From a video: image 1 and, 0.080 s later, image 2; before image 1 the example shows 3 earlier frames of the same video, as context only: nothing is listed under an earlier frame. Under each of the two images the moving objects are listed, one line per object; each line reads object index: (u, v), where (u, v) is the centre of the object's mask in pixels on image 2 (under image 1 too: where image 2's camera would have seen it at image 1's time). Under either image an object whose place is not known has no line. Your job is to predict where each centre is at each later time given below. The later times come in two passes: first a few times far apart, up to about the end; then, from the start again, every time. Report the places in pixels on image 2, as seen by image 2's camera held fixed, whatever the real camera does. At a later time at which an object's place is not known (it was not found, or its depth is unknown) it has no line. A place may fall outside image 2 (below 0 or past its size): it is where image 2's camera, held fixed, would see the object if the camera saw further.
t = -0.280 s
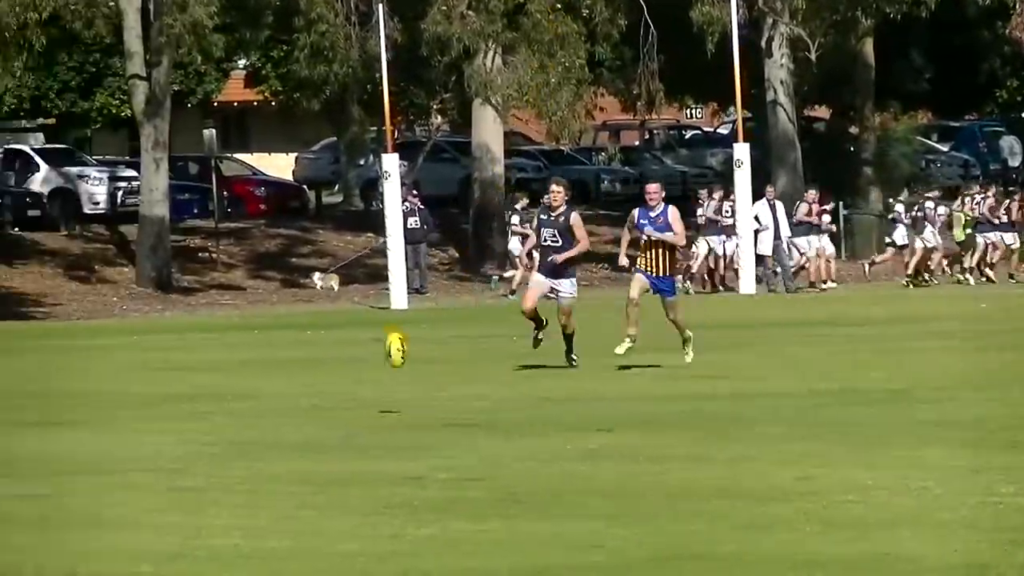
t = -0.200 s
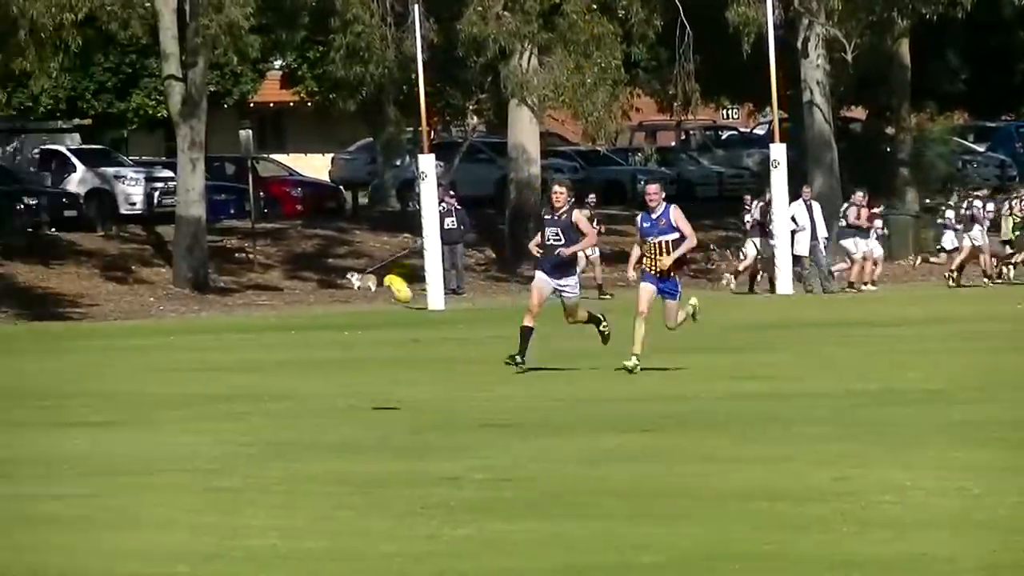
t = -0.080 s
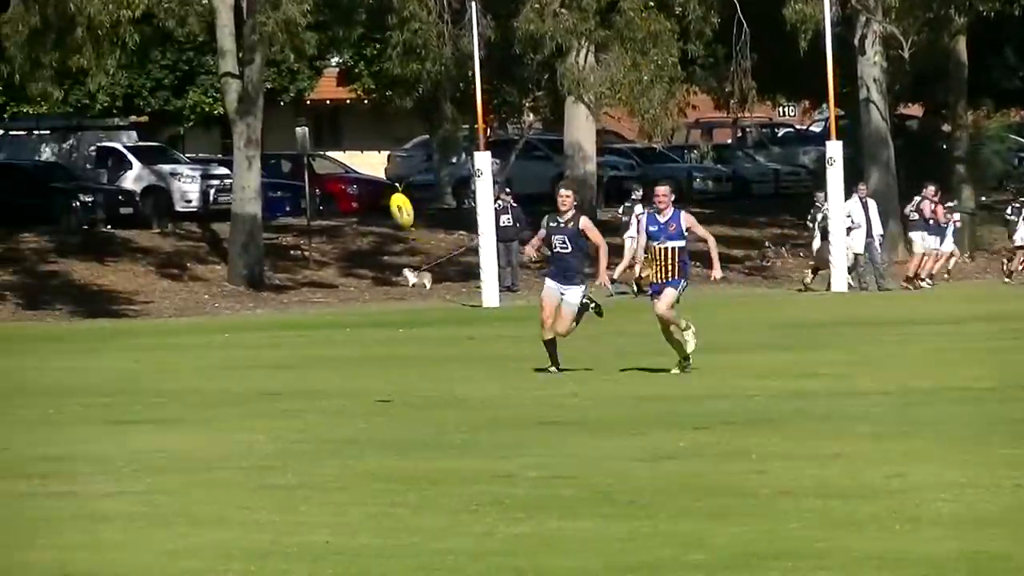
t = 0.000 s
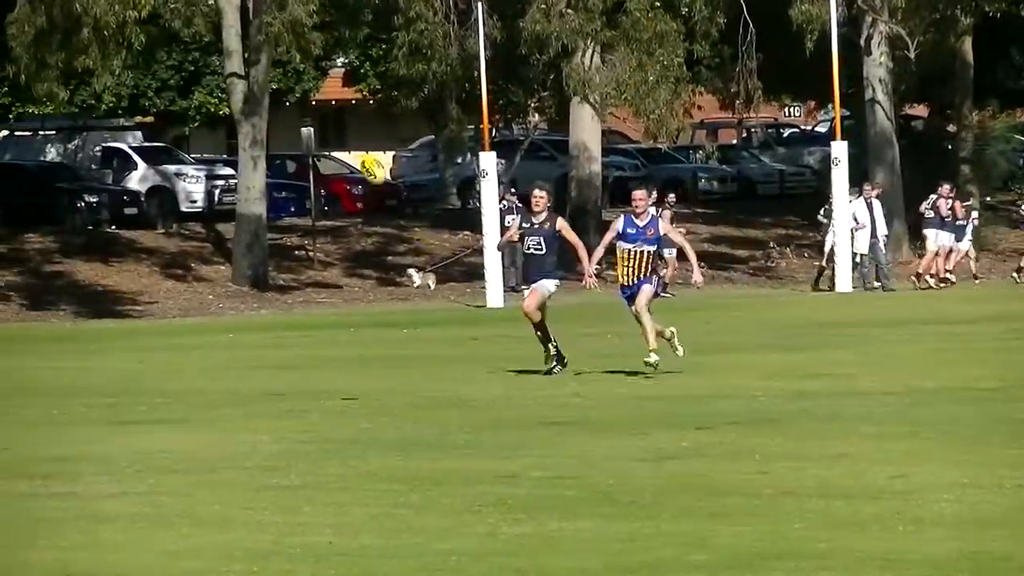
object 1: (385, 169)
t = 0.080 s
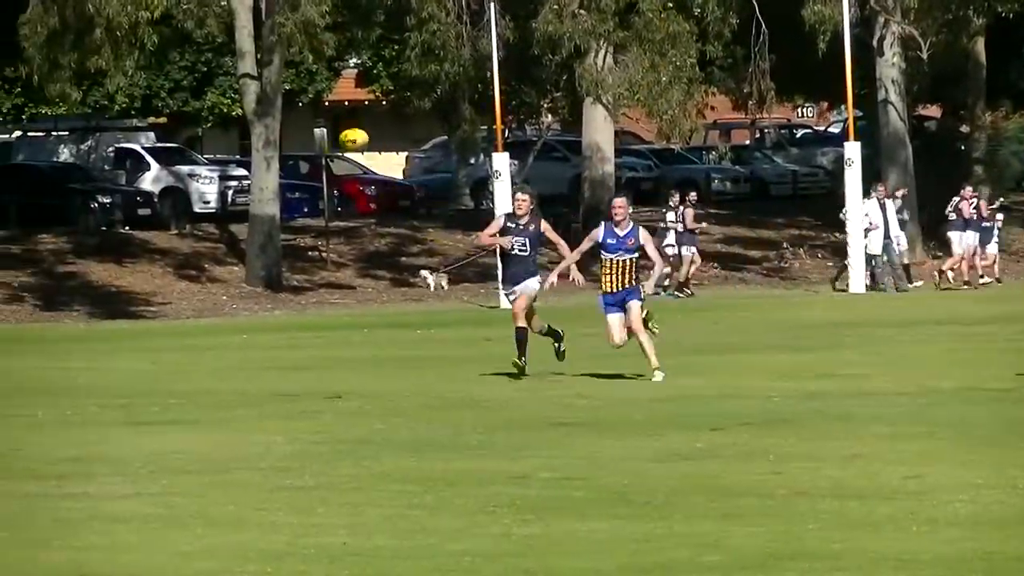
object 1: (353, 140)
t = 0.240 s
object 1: (290, 99)
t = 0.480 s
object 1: (200, 100)
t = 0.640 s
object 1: (143, 139)
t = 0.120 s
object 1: (337, 126)
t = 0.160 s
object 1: (322, 115)
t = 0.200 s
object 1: (306, 106)
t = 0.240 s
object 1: (290, 99)
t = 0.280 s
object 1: (275, 94)
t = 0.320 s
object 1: (260, 91)
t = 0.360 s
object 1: (245, 90)
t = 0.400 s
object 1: (230, 91)
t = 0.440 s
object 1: (214, 95)
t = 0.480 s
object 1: (200, 100)
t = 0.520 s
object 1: (185, 106)
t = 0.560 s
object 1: (171, 115)
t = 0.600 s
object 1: (157, 127)
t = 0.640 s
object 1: (143, 139)
